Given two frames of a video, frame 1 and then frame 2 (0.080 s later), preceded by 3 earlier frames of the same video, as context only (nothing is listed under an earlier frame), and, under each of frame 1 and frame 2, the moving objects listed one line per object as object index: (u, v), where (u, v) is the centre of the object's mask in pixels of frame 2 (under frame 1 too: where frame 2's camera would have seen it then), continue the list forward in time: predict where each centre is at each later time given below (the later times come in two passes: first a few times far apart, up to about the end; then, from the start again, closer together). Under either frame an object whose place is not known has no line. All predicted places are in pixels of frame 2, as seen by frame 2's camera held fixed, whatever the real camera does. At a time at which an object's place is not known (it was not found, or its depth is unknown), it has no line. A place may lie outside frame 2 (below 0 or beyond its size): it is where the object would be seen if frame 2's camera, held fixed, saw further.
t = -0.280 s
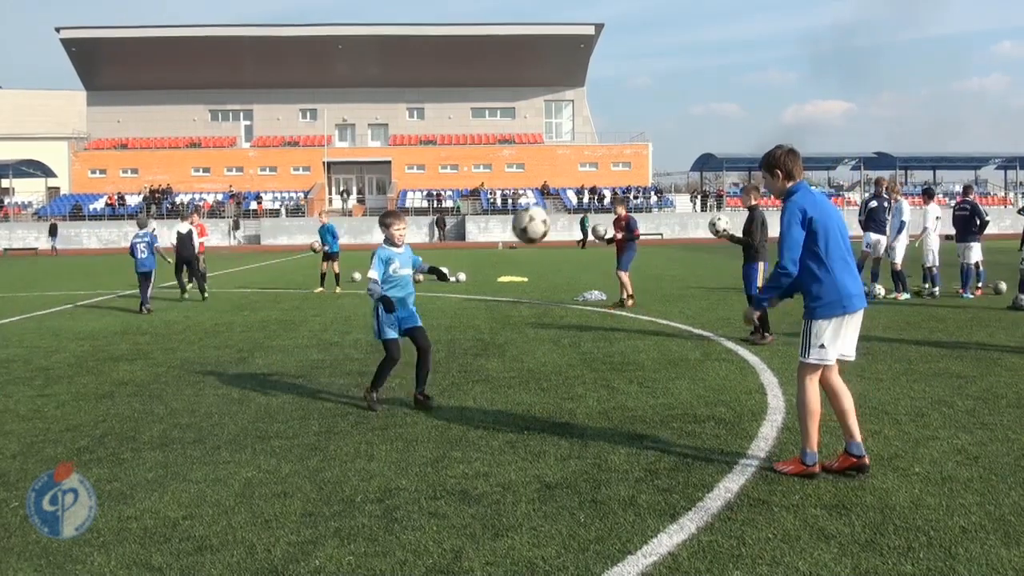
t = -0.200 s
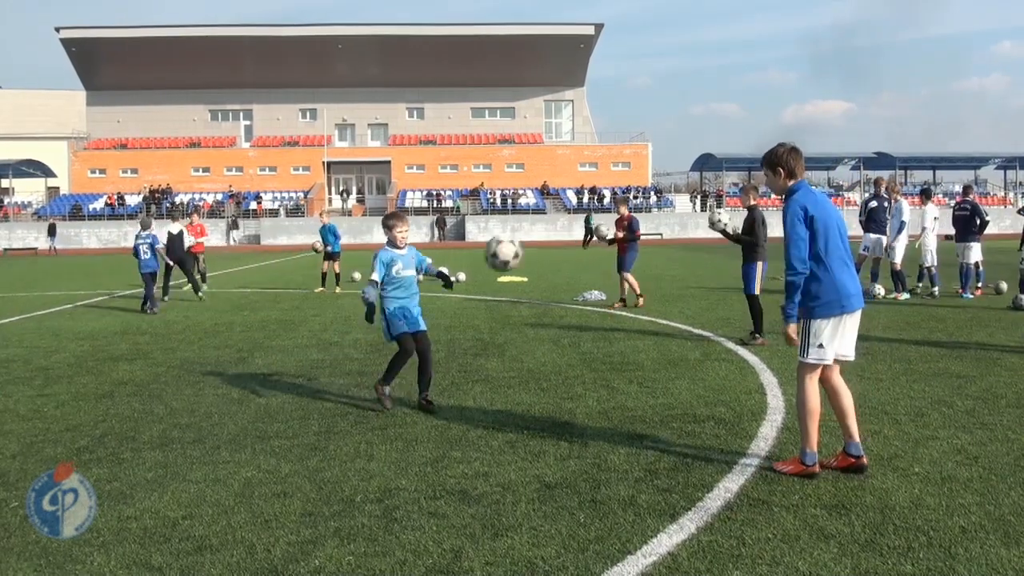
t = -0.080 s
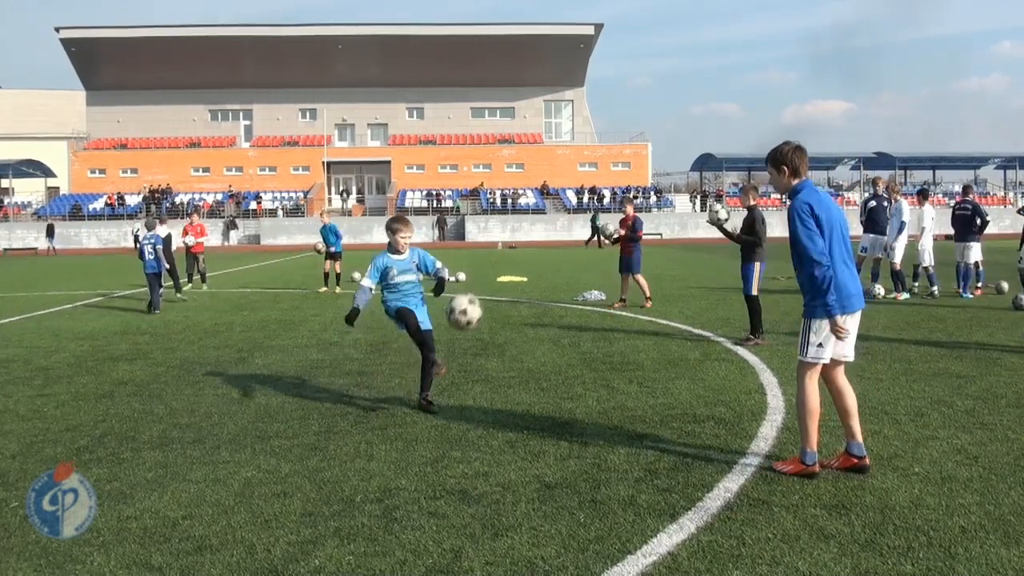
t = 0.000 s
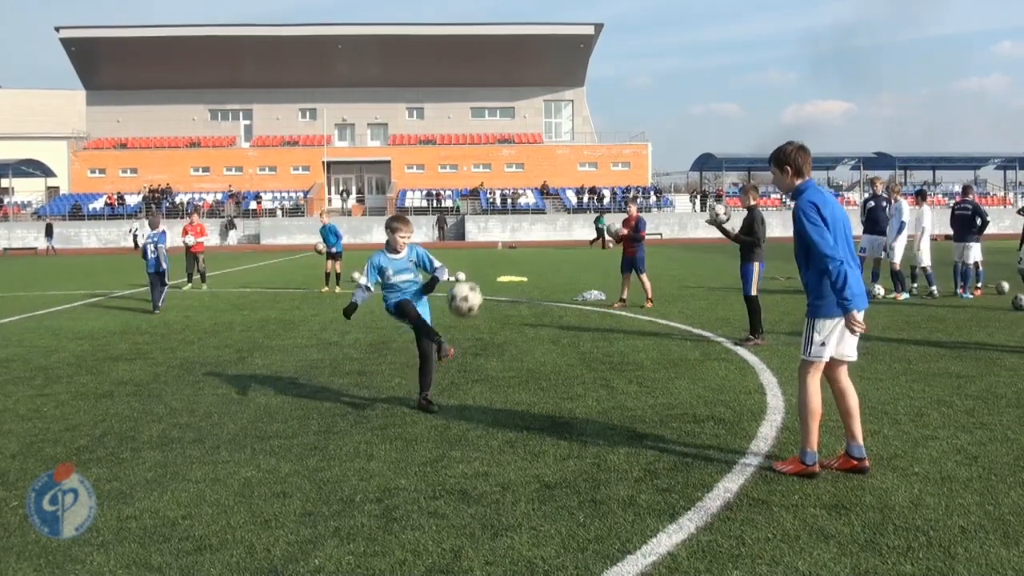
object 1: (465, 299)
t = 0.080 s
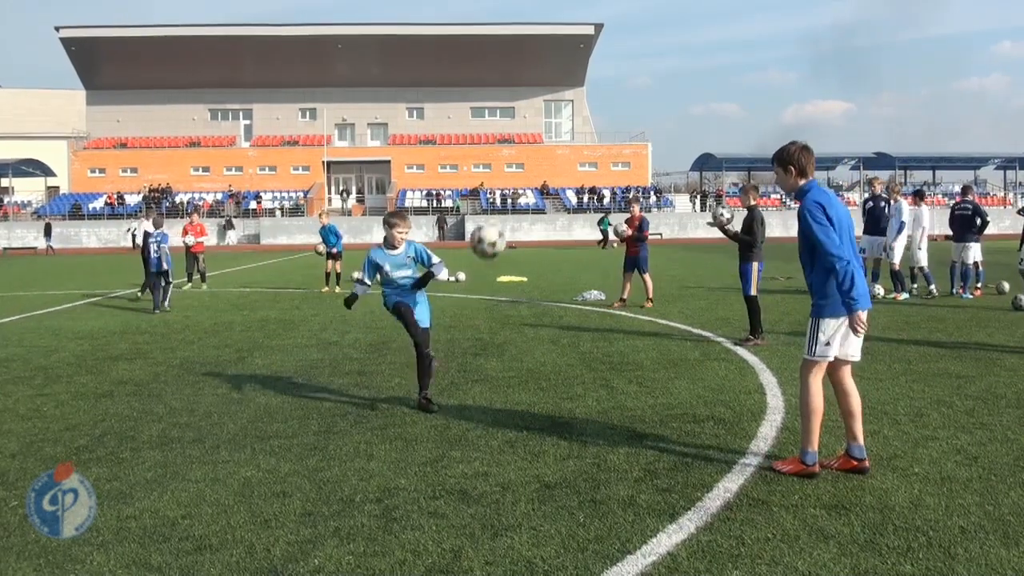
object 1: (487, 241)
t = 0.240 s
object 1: (538, 147)
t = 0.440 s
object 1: (605, 85)
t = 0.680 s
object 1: (690, 97)
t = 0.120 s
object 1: (499, 214)
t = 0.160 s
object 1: (513, 189)
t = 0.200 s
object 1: (525, 167)
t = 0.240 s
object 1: (538, 147)
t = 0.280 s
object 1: (551, 130)
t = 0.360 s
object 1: (578, 102)
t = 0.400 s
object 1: (592, 93)
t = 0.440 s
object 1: (605, 85)
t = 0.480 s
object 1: (619, 80)
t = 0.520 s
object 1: (633, 78)
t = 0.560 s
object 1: (647, 79)
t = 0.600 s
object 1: (661, 81)
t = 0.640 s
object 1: (676, 88)
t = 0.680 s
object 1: (690, 97)
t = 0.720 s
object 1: (705, 109)
